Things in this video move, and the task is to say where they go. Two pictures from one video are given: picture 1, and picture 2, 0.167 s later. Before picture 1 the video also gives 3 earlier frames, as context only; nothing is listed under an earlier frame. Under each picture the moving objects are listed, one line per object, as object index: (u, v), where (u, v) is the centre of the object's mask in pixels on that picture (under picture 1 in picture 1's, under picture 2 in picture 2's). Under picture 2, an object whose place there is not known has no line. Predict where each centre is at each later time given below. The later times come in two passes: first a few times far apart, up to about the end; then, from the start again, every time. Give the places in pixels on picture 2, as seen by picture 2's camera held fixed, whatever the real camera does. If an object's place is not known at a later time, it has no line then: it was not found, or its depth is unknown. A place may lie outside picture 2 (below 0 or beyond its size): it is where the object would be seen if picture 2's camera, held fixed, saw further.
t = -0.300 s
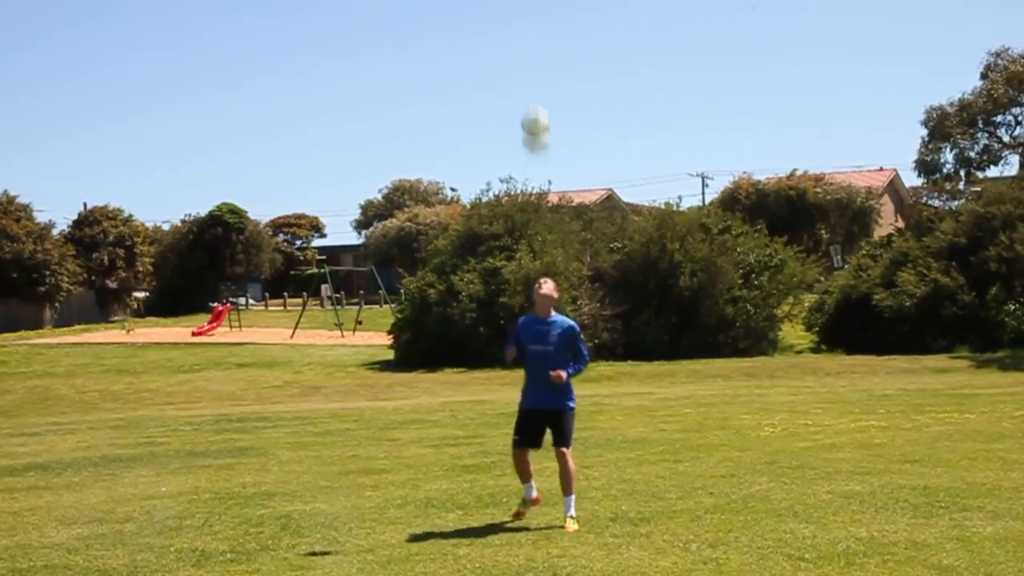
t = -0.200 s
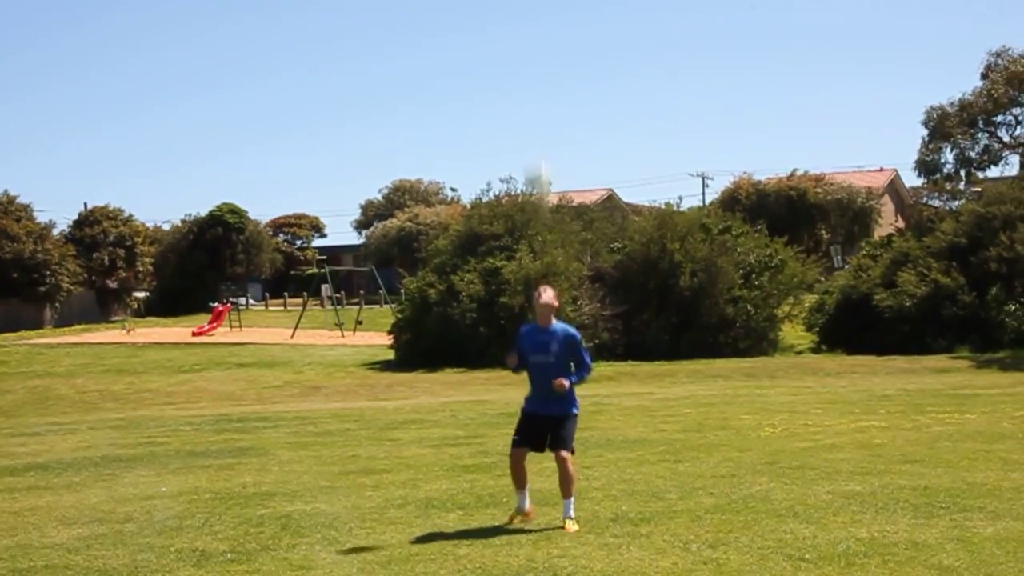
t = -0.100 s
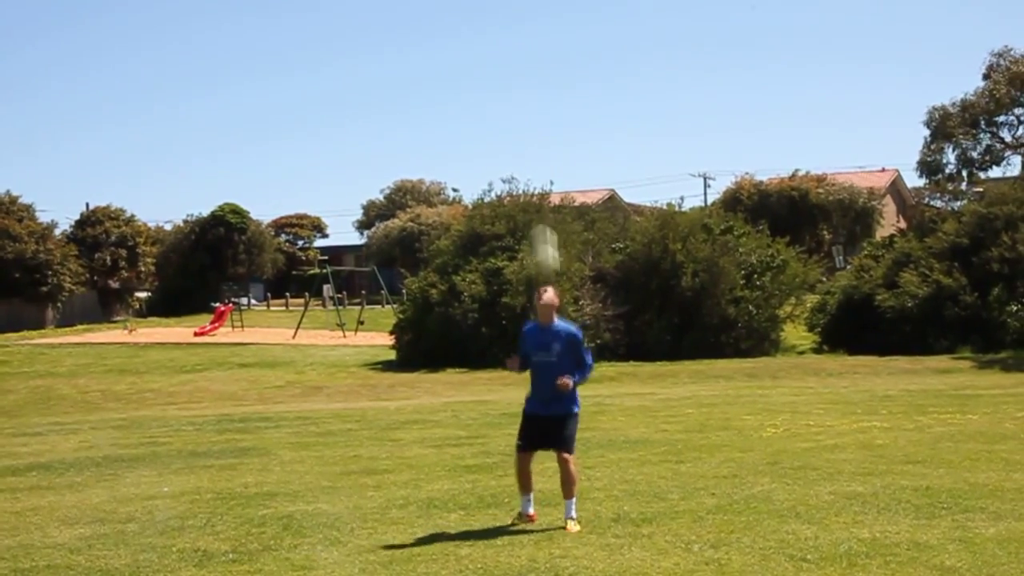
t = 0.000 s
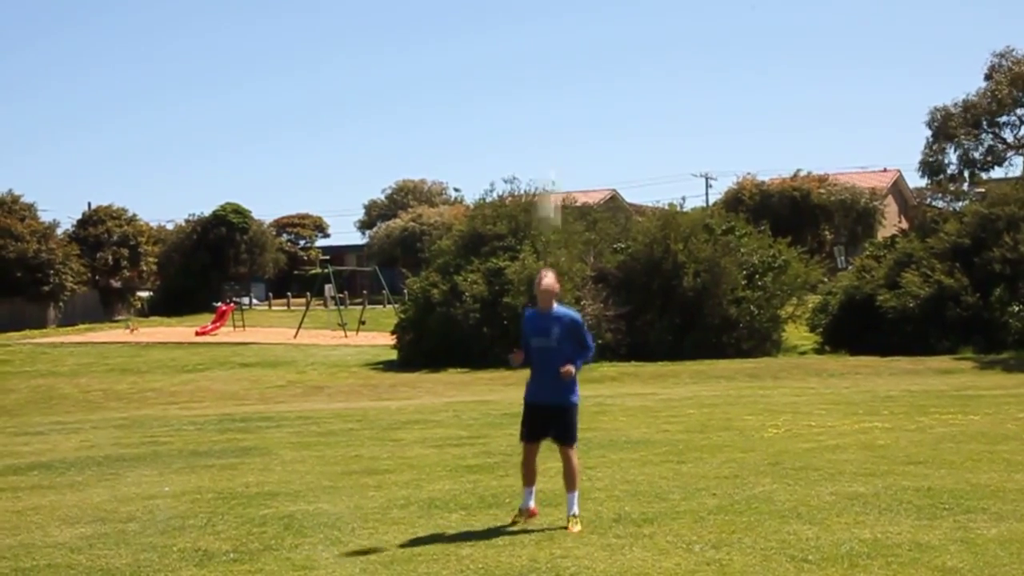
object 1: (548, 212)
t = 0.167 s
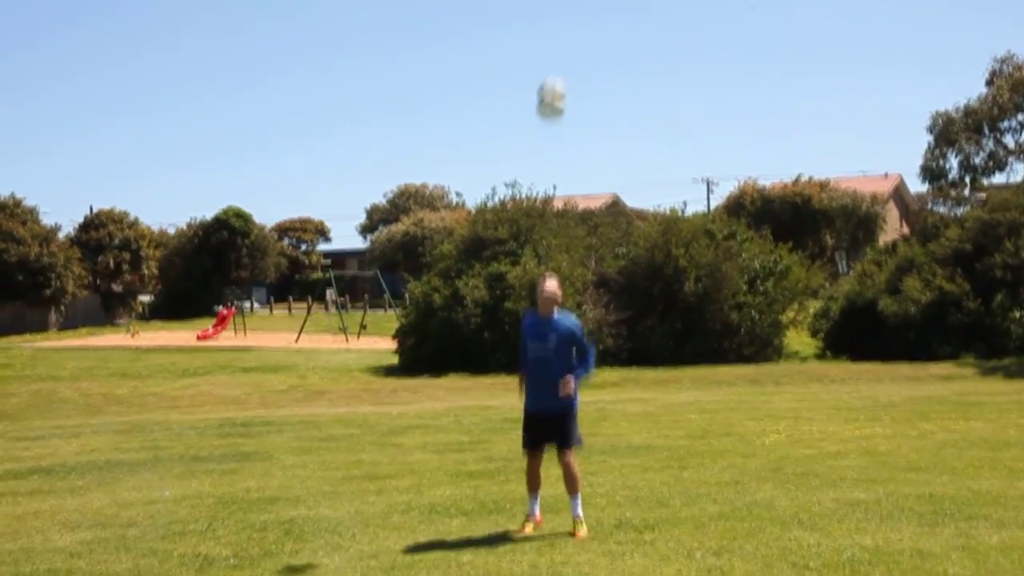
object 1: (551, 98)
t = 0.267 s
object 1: (554, 51)
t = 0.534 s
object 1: (563, -7)
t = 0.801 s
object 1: (578, 25)
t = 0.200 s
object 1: (552, 81)
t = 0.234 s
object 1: (553, 65)
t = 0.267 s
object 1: (554, 51)
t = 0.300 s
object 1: (555, 38)
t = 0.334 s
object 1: (556, 27)
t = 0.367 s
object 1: (557, 17)
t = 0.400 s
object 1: (558, 7)
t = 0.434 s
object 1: (559, 2)
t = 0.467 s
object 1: (561, -2)
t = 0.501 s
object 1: (562, -5)
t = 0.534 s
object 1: (563, -7)
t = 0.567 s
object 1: (565, -8)
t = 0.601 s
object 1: (567, -8)
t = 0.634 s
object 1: (568, -7)
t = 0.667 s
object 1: (571, -5)
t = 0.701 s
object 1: (572, -1)
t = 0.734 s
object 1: (574, 6)
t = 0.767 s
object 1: (576, 15)
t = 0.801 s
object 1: (578, 25)
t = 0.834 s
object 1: (580, 37)
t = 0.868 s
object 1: (582, 50)
